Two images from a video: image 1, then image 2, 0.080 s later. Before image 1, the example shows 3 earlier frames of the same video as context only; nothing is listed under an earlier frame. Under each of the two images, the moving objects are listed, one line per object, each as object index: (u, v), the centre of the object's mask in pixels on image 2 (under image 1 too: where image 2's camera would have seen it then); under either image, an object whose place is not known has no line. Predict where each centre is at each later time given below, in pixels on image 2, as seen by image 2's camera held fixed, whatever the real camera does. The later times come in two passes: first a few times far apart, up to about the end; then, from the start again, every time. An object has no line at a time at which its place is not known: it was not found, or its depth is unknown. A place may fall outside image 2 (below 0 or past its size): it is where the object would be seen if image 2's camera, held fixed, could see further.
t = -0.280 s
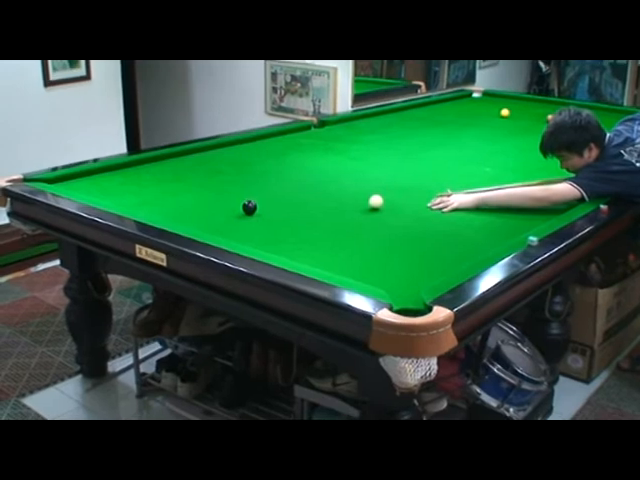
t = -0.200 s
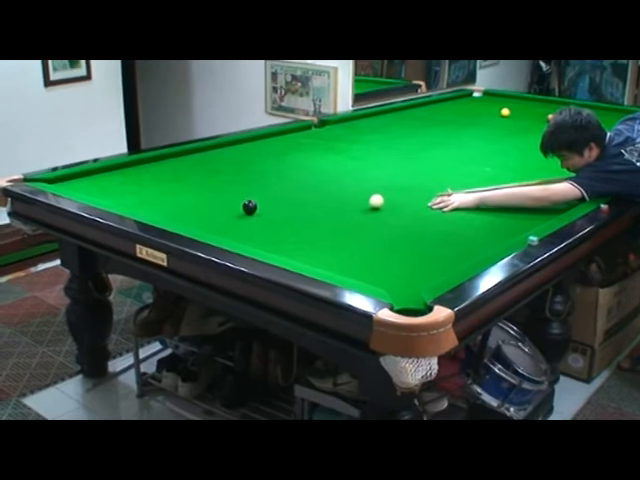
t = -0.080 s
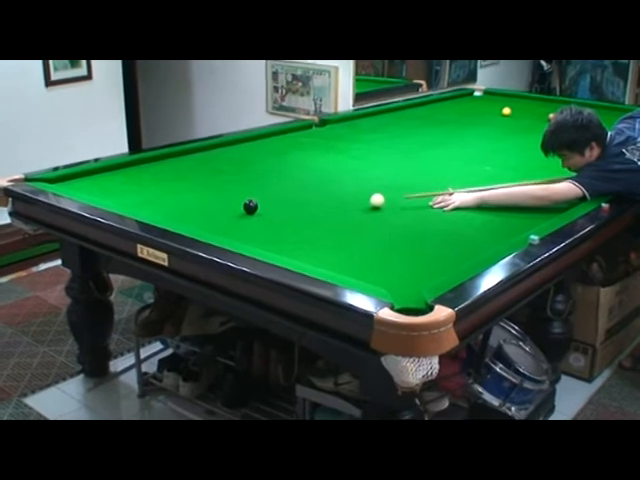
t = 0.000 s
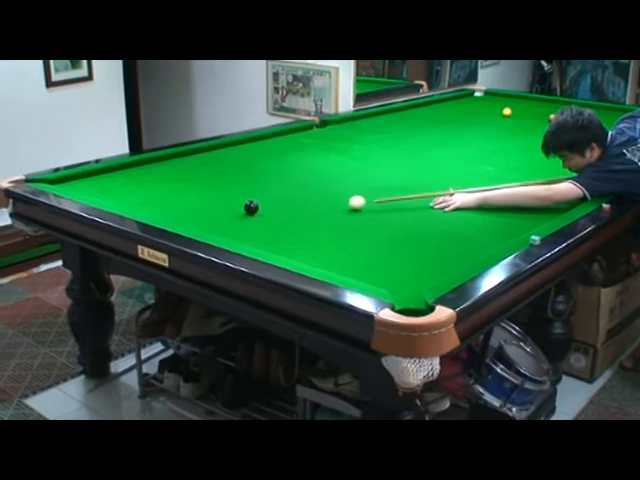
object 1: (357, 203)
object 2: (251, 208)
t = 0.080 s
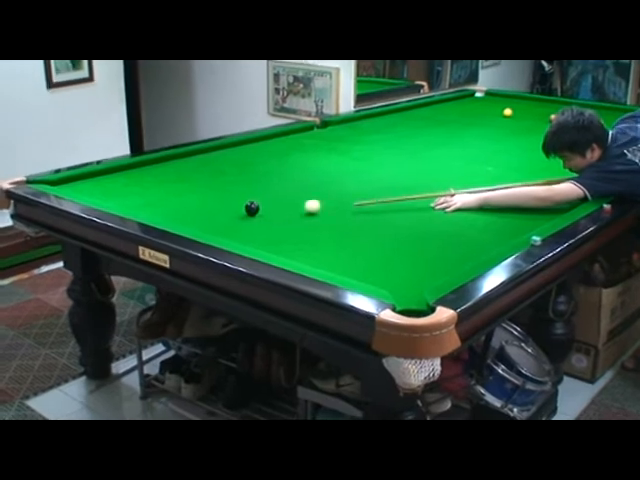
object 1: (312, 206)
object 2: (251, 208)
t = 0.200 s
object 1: (260, 212)
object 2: (243, 207)
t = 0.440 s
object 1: (203, 227)
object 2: (188, 201)
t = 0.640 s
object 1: (236, 221)
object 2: (148, 195)
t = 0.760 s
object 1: (259, 215)
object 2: (125, 193)
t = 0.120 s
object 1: (291, 207)
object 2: (251, 208)
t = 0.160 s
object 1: (270, 209)
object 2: (251, 208)
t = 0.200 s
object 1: (260, 212)
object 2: (243, 207)
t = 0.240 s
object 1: (253, 215)
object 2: (231, 206)
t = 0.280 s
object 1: (244, 217)
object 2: (222, 204)
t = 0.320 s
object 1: (234, 221)
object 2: (213, 203)
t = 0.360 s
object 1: (224, 223)
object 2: (205, 202)
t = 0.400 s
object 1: (213, 226)
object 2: (196, 201)
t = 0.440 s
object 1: (203, 227)
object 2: (188, 201)
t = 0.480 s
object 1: (203, 228)
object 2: (179, 200)
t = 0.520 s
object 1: (212, 227)
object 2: (172, 198)
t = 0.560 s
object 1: (220, 225)
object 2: (164, 197)
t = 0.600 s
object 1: (228, 223)
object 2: (156, 196)
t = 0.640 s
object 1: (236, 221)
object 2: (148, 195)
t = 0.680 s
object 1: (244, 219)
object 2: (140, 195)
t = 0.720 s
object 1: (251, 217)
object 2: (133, 194)
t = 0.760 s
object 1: (259, 215)
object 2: (125, 193)
